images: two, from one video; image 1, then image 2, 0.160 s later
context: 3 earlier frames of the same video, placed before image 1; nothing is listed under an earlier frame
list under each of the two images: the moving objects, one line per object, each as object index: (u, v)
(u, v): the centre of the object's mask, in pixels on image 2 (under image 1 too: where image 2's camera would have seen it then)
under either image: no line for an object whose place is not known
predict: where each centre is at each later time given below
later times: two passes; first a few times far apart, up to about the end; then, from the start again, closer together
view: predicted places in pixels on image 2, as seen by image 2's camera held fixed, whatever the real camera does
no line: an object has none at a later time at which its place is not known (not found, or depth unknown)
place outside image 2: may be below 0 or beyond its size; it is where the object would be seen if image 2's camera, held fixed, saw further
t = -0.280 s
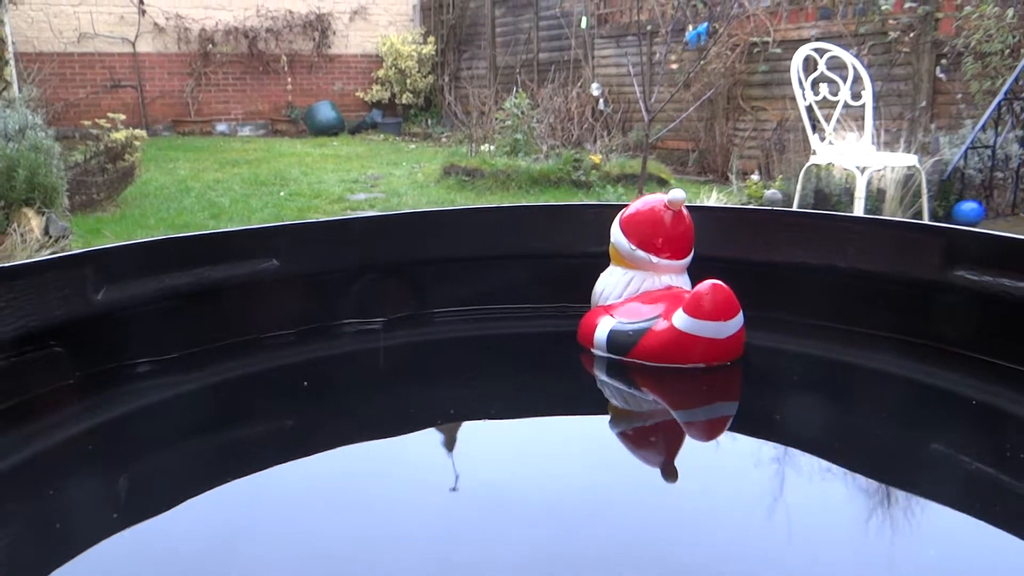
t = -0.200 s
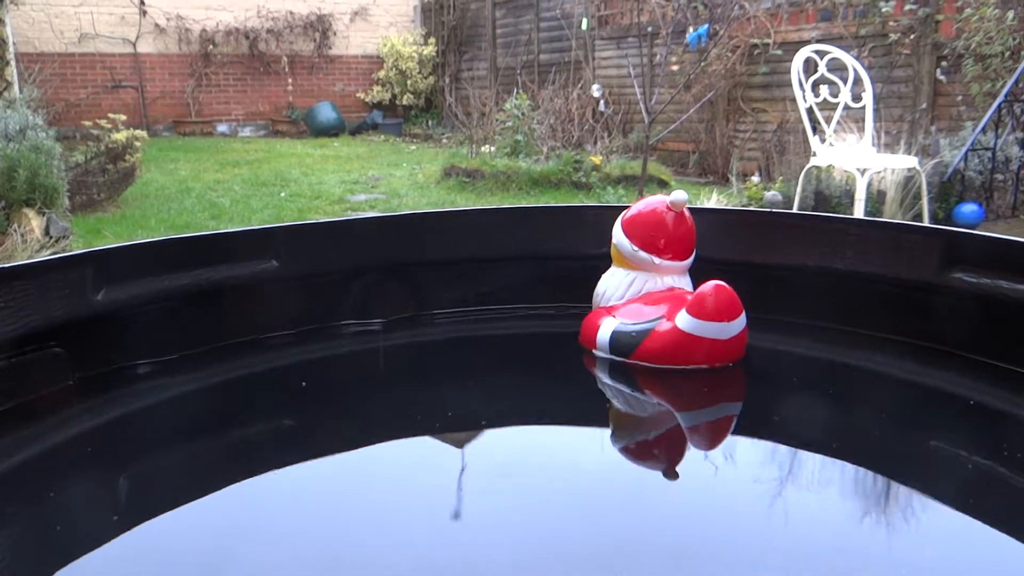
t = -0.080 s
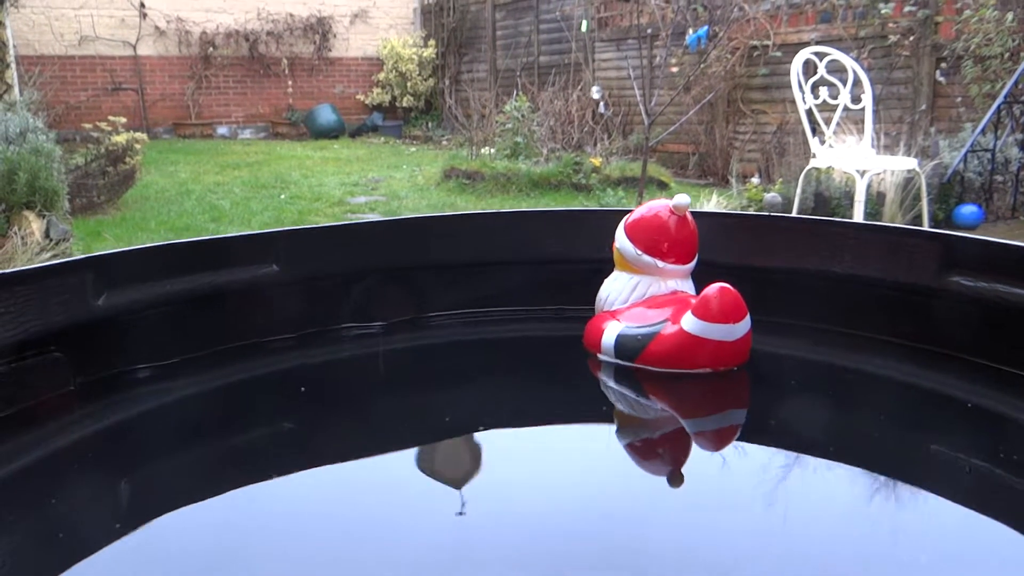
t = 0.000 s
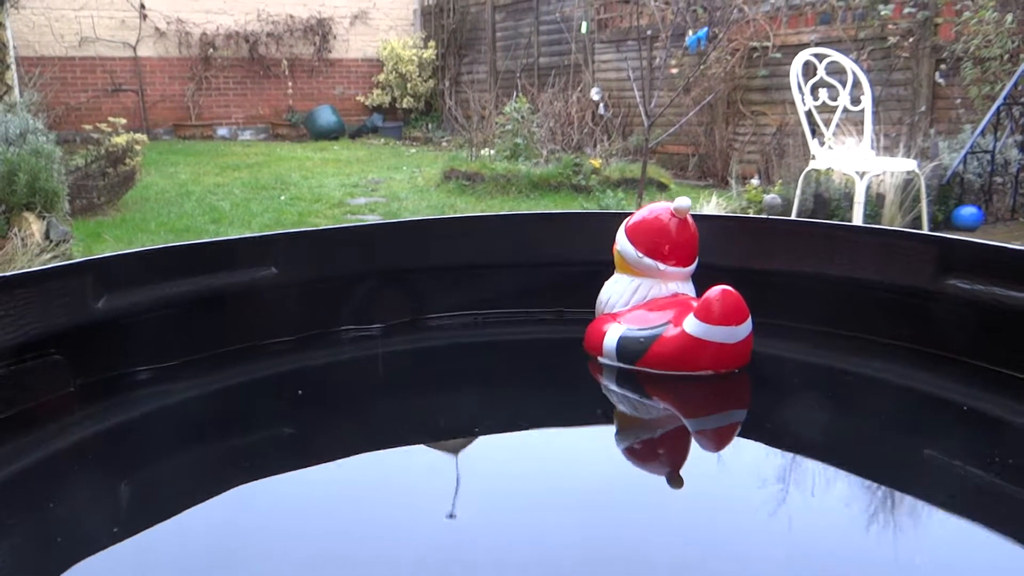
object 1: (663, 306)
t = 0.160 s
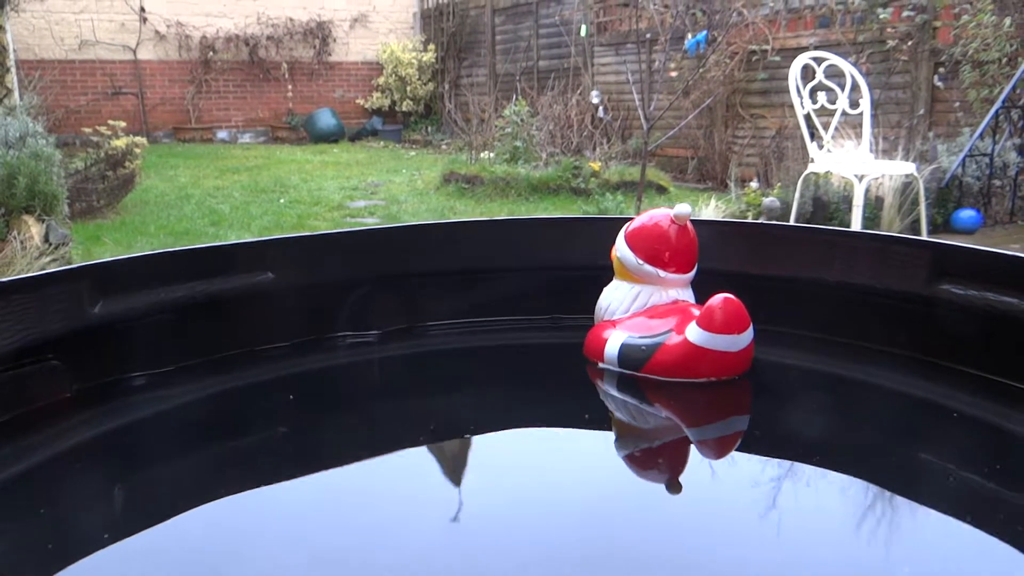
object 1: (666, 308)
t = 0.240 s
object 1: (668, 309)
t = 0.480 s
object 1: (676, 310)
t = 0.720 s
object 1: (686, 308)
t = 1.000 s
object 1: (697, 309)
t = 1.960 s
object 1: (734, 314)
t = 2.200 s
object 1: (739, 315)
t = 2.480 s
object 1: (744, 315)
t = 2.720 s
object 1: (748, 316)
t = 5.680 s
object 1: (807, 315)
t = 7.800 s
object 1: (803, 314)
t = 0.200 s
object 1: (667, 308)
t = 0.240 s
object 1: (668, 309)
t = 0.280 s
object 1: (669, 309)
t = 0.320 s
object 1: (670, 310)
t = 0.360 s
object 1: (672, 310)
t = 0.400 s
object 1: (673, 311)
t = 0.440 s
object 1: (675, 310)
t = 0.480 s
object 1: (676, 310)
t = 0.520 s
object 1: (677, 309)
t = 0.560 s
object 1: (679, 308)
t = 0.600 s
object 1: (681, 308)
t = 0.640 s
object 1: (683, 308)
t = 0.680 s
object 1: (684, 308)
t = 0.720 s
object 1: (686, 308)
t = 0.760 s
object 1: (688, 308)
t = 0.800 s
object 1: (690, 308)
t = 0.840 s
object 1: (691, 308)
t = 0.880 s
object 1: (693, 309)
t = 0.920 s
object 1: (694, 309)
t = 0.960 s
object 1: (696, 309)
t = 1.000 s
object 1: (697, 309)
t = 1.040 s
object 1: (698, 310)
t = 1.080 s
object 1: (700, 310)
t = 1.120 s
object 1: (701, 311)
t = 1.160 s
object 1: (703, 311)
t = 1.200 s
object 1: (705, 312)
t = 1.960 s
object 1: (734, 314)
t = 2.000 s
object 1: (734, 315)
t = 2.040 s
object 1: (735, 315)
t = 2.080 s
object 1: (736, 316)
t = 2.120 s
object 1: (737, 315)
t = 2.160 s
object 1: (738, 315)
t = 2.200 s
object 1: (739, 315)
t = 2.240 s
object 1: (739, 315)
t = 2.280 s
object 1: (740, 315)
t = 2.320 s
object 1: (740, 315)
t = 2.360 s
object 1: (740, 315)
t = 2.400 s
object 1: (742, 315)
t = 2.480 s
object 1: (744, 315)
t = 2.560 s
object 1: (745, 315)
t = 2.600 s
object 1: (746, 315)
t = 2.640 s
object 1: (746, 315)
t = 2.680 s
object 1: (747, 316)
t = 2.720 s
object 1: (748, 316)
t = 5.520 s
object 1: (803, 316)
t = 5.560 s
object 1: (804, 316)
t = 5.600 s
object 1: (805, 316)
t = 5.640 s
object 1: (806, 316)
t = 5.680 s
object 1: (807, 315)
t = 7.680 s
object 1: (804, 313)
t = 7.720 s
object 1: (803, 314)
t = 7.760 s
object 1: (803, 314)
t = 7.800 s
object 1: (803, 314)
